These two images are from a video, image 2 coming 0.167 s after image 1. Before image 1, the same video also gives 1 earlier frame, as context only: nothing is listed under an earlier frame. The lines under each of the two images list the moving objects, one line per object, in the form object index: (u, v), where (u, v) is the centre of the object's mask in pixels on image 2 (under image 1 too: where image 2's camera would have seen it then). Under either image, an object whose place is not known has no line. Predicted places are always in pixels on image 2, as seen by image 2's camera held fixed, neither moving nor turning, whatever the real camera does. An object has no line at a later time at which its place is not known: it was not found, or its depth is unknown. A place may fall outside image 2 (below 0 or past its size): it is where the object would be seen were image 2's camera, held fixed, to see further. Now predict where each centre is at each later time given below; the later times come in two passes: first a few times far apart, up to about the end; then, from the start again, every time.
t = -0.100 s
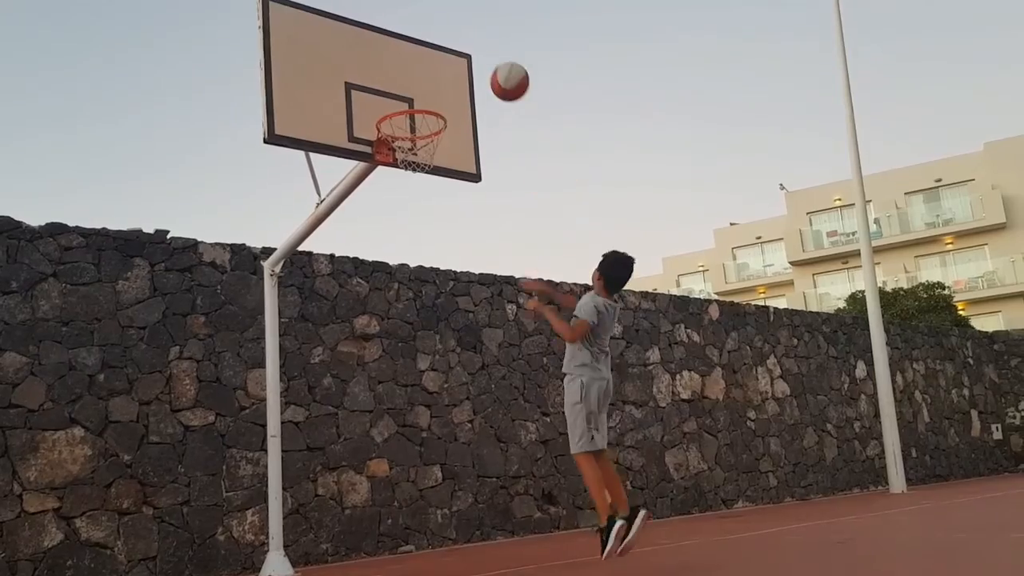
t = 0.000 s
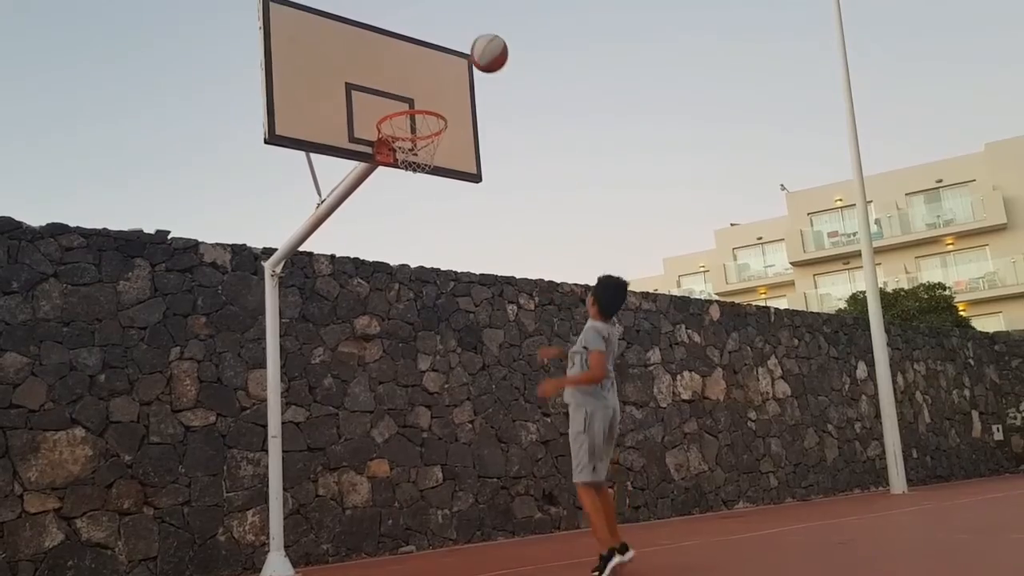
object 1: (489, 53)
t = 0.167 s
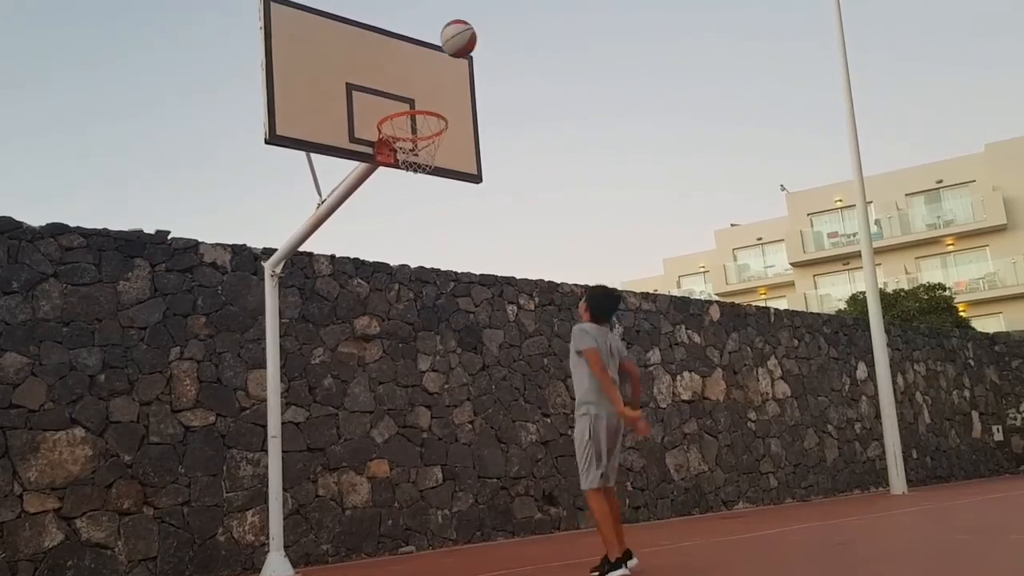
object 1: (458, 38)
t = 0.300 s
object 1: (436, 54)
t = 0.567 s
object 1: (408, 124)
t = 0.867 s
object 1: (414, 170)
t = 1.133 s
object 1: (402, 264)
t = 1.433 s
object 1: (397, 497)
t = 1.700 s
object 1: (374, 400)
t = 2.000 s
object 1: (351, 281)
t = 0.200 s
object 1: (452, 40)
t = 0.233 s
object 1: (447, 43)
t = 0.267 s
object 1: (442, 48)
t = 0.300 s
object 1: (436, 54)
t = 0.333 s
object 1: (431, 62)
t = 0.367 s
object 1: (427, 70)
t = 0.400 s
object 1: (422, 80)
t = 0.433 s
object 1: (418, 92)
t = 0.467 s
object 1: (413, 104)
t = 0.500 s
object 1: (409, 120)
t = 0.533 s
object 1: (408, 125)
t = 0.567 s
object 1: (408, 124)
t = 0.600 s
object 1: (410, 124)
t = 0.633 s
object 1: (413, 130)
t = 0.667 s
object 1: (417, 137)
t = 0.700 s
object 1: (421, 149)
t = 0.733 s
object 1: (422, 156)
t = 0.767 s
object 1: (420, 160)
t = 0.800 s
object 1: (418, 162)
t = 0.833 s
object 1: (417, 165)
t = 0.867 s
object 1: (414, 170)
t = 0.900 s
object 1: (412, 176)
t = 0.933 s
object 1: (411, 184)
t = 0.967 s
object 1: (409, 194)
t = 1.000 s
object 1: (407, 204)
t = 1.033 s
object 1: (406, 217)
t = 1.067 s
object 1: (405, 231)
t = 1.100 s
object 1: (403, 246)
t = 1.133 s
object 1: (402, 264)
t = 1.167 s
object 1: (401, 283)
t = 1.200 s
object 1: (401, 303)
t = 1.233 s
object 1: (400, 324)
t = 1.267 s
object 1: (398, 348)
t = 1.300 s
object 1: (399, 375)
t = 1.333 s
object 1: (399, 404)
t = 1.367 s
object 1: (398, 432)
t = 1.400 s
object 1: (398, 464)
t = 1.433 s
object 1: (397, 497)
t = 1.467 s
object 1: (397, 533)
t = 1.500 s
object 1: (396, 556)
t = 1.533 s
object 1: (391, 524)
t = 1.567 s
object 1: (388, 496)
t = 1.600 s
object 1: (384, 469)
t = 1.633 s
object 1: (381, 445)
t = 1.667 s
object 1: (377, 422)
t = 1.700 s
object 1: (374, 400)
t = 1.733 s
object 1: (371, 381)
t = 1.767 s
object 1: (368, 363)
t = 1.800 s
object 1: (364, 340)
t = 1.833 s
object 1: (361, 326)
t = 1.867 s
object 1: (359, 313)
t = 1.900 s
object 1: (357, 303)
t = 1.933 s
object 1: (355, 294)
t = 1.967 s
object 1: (352, 286)
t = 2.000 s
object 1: (351, 281)
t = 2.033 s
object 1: (349, 275)
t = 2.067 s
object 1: (347, 272)
